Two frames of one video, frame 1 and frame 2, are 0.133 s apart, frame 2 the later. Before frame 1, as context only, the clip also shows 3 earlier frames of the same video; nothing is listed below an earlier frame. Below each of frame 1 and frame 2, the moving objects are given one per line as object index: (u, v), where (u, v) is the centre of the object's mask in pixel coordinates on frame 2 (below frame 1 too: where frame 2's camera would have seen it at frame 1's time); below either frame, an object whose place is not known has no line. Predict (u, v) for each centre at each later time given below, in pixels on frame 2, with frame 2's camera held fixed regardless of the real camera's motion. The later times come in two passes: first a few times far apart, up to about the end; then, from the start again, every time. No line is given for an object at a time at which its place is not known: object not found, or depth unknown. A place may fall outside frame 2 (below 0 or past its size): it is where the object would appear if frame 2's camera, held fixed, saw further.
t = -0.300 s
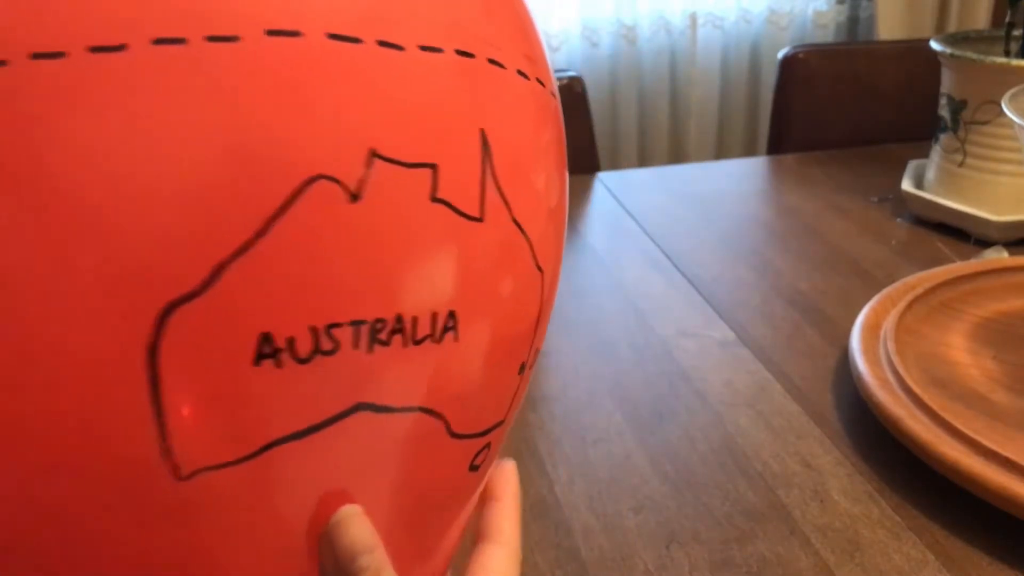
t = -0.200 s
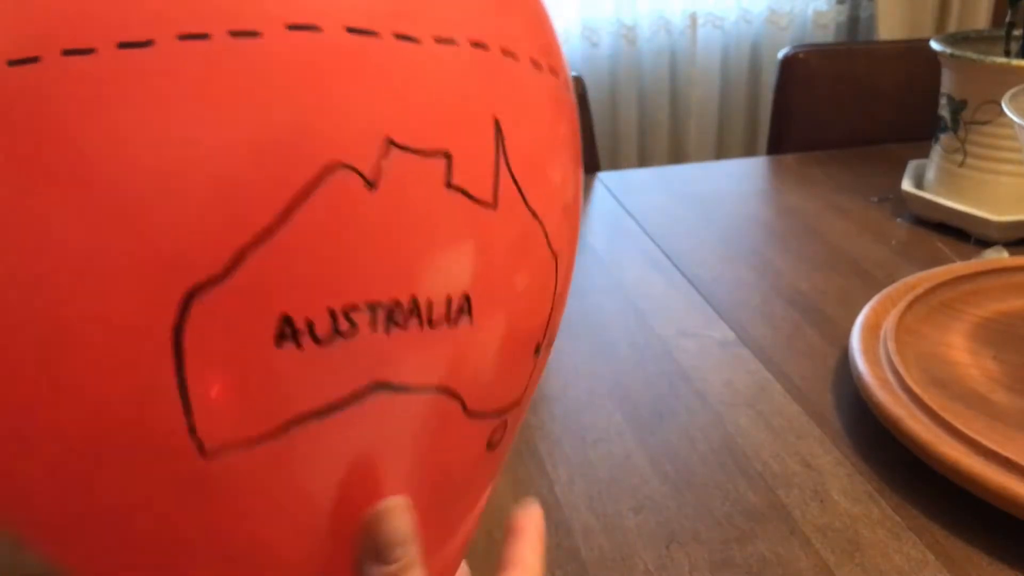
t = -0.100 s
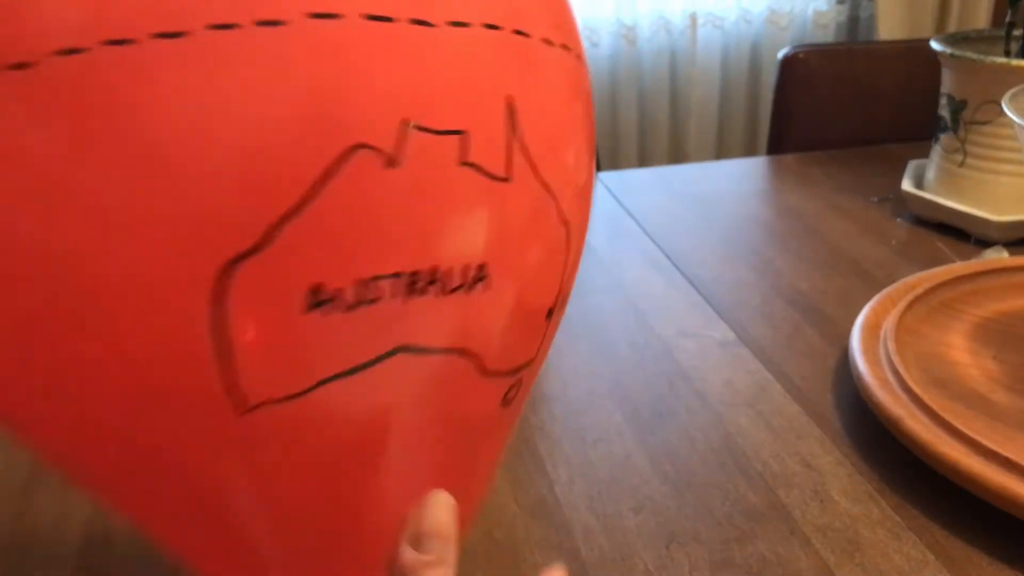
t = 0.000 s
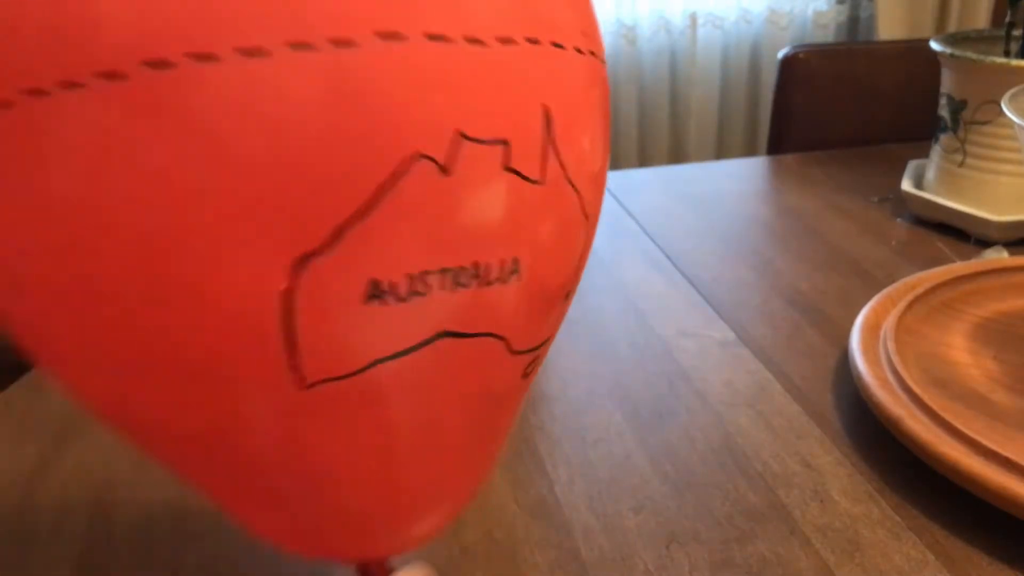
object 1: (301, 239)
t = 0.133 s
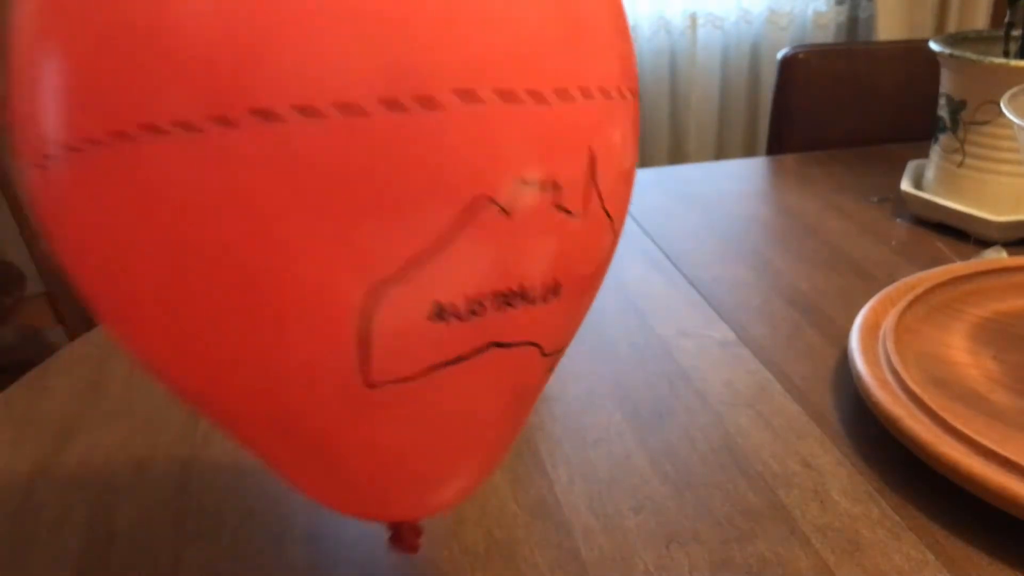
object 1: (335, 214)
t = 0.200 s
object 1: (365, 209)
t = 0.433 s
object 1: (437, 183)
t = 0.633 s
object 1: (434, 177)
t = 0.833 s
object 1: (433, 189)
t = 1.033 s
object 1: (438, 195)
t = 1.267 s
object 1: (450, 179)
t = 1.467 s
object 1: (464, 174)
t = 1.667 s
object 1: (458, 181)
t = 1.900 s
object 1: (462, 189)
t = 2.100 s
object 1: (462, 191)
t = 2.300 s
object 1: (464, 189)
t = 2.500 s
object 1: (469, 189)
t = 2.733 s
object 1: (477, 189)
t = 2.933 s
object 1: (478, 189)
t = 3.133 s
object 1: (483, 187)
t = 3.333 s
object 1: (487, 186)
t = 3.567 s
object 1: (488, 187)
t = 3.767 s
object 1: (487, 187)
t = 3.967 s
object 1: (488, 186)
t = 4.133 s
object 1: (488, 184)
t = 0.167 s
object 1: (350, 211)
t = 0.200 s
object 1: (365, 209)
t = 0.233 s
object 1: (380, 207)
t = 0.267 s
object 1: (394, 204)
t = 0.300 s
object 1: (406, 200)
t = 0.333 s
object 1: (417, 196)
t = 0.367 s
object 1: (425, 192)
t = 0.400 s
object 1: (432, 187)
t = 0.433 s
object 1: (437, 183)
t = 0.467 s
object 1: (439, 179)
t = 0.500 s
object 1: (439, 177)
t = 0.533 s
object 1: (438, 175)
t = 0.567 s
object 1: (437, 174)
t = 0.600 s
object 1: (435, 176)
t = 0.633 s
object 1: (434, 177)
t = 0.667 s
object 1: (432, 178)
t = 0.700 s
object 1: (432, 180)
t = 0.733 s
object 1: (432, 182)
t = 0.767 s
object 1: (432, 184)
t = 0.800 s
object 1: (433, 186)
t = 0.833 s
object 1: (433, 189)
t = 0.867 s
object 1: (434, 192)
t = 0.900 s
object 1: (435, 193)
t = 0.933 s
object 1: (435, 195)
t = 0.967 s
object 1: (436, 196)
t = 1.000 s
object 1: (437, 196)
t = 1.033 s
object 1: (438, 195)
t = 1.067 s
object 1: (440, 193)
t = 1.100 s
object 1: (440, 191)
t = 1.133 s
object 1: (441, 190)
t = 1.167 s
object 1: (442, 187)
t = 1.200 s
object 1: (444, 185)
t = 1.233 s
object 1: (447, 183)
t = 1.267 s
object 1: (450, 179)
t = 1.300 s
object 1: (453, 177)
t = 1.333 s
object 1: (455, 176)
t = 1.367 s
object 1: (458, 174)
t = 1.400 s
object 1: (461, 174)
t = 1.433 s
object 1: (463, 174)
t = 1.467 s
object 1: (464, 174)
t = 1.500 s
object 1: (465, 174)
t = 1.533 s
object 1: (465, 175)
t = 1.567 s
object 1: (464, 176)
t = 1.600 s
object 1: (462, 177)
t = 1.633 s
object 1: (460, 179)
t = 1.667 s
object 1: (458, 181)
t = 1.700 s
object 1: (457, 183)
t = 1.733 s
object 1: (458, 186)
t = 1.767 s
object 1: (459, 188)
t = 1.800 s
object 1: (460, 190)
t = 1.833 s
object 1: (460, 190)
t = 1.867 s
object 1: (461, 190)
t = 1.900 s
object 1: (462, 189)
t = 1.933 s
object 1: (462, 189)
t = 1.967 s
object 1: (462, 189)
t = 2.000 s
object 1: (461, 190)
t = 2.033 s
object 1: (461, 191)
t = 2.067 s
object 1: (462, 191)
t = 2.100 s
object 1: (462, 191)
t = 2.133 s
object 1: (463, 190)
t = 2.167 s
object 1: (463, 190)
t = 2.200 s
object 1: (464, 190)
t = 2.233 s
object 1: (464, 189)
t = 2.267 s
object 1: (464, 189)
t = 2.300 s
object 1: (464, 189)
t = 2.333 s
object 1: (464, 189)
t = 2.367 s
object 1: (464, 189)
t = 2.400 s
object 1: (465, 189)
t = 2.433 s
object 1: (466, 189)
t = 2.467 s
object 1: (468, 189)
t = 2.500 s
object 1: (469, 189)
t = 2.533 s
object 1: (470, 189)
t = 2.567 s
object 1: (472, 190)
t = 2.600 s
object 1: (473, 190)
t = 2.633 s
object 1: (474, 189)
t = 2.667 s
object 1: (475, 189)
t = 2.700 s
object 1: (476, 189)
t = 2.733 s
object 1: (477, 189)
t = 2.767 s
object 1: (478, 189)
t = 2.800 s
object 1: (478, 189)
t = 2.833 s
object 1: (478, 189)
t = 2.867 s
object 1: (478, 189)
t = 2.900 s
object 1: (478, 189)
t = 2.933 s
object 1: (478, 189)
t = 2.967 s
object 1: (479, 188)
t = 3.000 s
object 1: (480, 188)
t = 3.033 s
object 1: (481, 188)
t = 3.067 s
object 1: (482, 188)
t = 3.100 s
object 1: (482, 187)
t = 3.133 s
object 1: (483, 187)
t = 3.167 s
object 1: (484, 187)
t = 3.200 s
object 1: (485, 186)
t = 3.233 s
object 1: (486, 186)
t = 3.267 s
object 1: (486, 186)
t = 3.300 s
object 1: (487, 186)
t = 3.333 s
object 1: (487, 186)
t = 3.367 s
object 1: (488, 186)
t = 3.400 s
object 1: (488, 187)
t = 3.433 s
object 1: (488, 187)
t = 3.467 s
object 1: (488, 187)
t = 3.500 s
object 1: (488, 187)
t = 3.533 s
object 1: (488, 187)
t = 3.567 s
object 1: (488, 187)
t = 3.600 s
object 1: (488, 187)
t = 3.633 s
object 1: (488, 186)
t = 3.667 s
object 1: (488, 187)
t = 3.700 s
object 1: (487, 187)
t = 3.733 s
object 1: (487, 187)
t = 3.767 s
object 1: (487, 187)
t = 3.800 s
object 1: (487, 187)
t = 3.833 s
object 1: (487, 187)
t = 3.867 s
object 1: (487, 187)
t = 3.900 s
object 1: (487, 187)
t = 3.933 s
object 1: (487, 186)
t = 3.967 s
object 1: (488, 186)
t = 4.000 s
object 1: (488, 185)
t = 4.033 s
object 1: (488, 185)
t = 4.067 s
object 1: (488, 185)
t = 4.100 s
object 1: (488, 185)
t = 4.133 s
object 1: (488, 184)
